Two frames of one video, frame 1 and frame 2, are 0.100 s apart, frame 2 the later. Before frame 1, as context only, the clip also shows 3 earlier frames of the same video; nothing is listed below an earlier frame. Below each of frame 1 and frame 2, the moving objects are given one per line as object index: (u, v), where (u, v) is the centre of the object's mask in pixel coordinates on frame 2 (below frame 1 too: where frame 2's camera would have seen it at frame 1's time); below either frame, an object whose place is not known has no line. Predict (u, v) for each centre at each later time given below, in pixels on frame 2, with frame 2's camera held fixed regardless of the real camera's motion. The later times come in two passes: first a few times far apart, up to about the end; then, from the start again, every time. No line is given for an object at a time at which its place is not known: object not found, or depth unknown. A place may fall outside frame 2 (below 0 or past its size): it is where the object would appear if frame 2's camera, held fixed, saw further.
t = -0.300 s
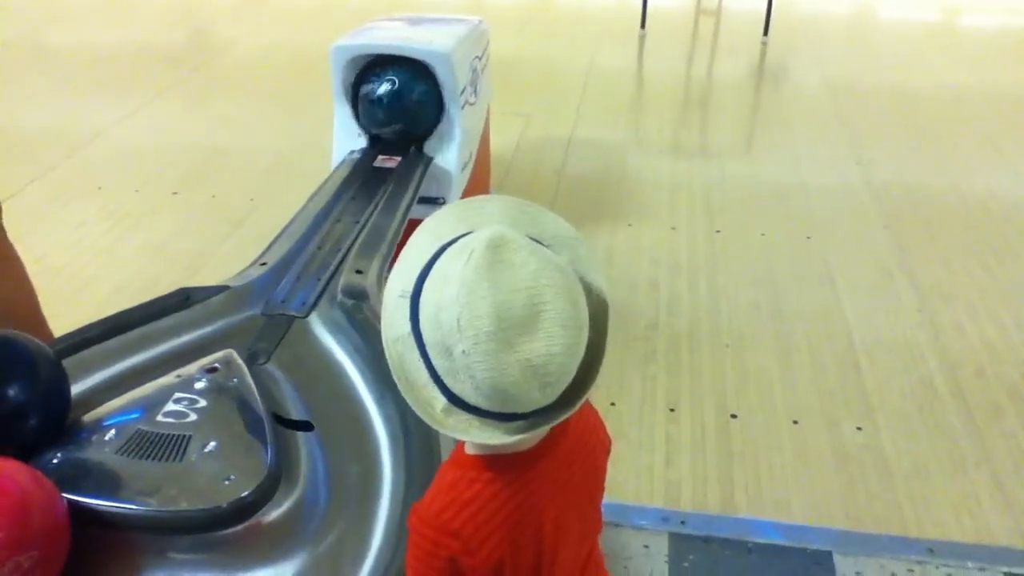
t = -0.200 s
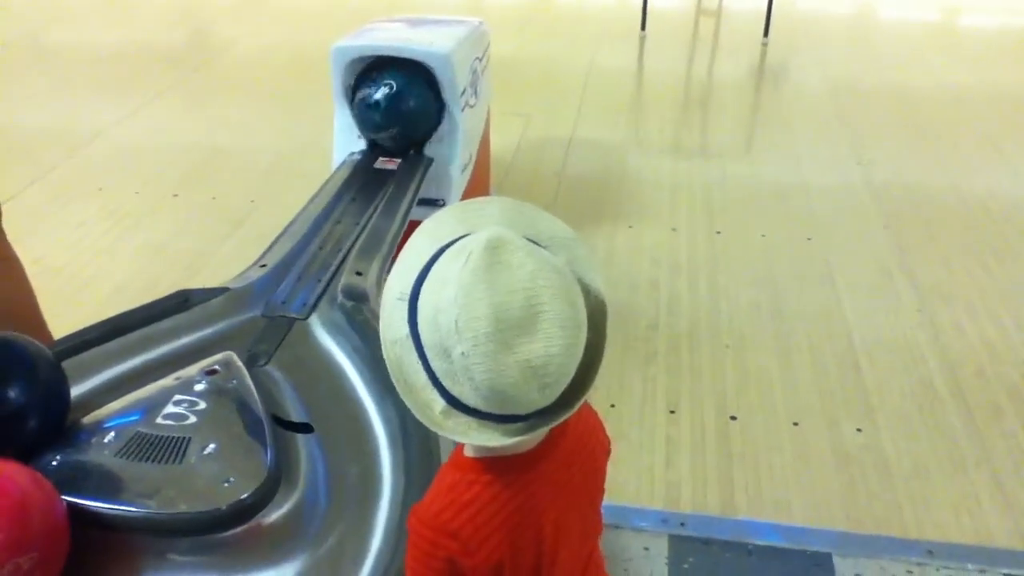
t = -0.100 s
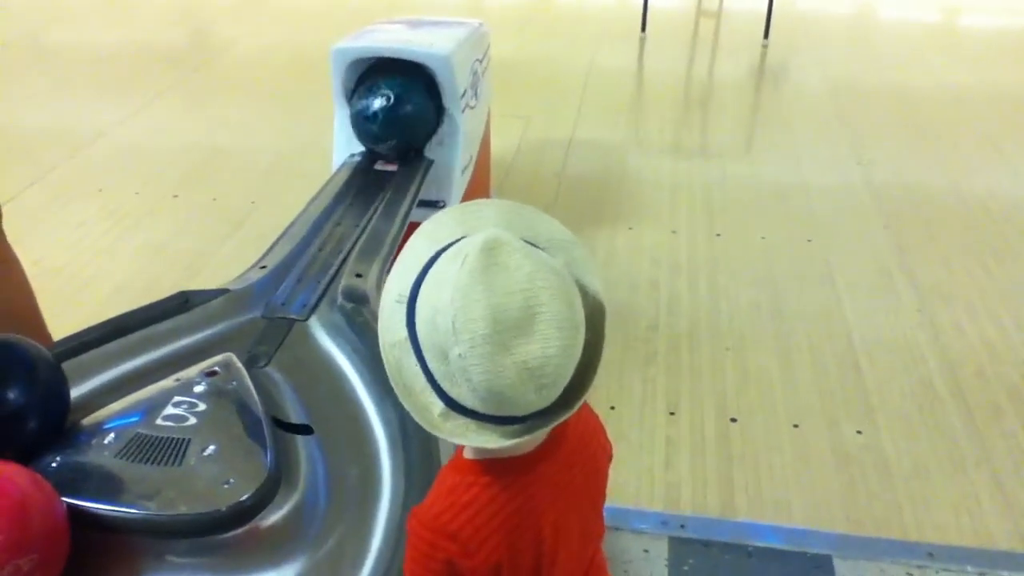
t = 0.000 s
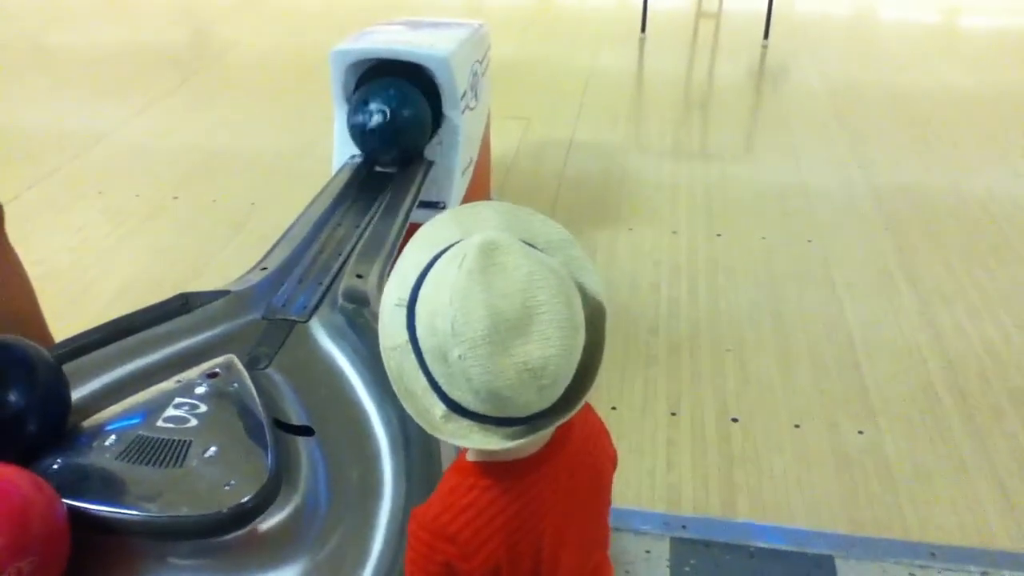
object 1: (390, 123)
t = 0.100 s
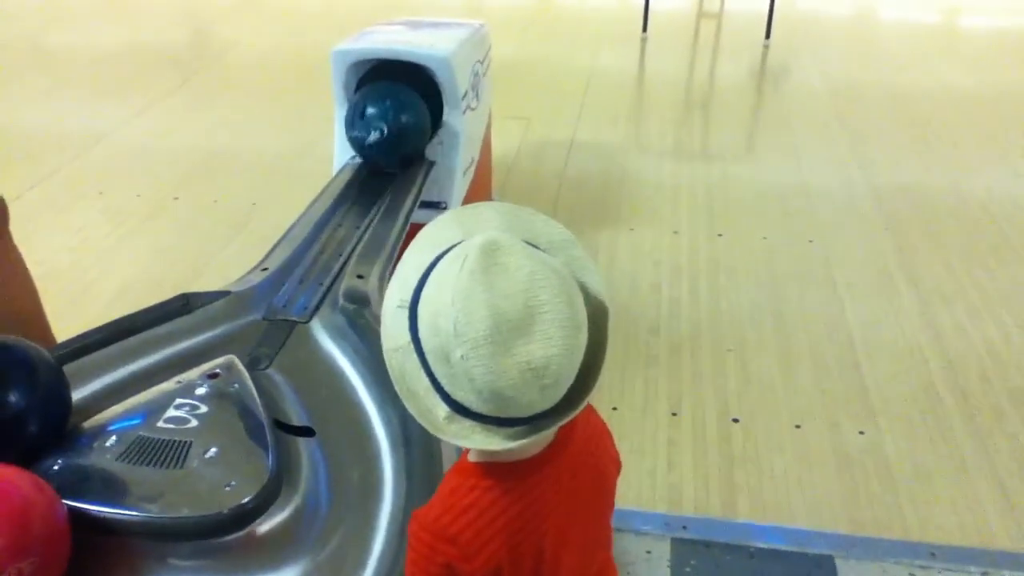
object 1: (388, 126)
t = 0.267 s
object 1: (381, 132)
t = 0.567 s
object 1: (369, 151)
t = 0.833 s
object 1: (354, 167)
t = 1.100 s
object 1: (340, 187)
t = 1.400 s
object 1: (322, 208)
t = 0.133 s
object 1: (387, 127)
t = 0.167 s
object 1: (385, 127)
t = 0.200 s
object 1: (384, 130)
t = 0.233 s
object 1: (383, 132)
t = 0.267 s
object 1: (381, 132)
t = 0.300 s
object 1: (380, 135)
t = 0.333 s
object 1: (379, 135)
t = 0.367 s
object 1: (377, 137)
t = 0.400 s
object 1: (375, 140)
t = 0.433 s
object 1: (375, 143)
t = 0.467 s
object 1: (373, 145)
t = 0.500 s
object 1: (372, 146)
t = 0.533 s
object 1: (370, 148)
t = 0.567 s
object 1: (369, 151)
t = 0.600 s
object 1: (367, 152)
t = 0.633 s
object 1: (364, 153)
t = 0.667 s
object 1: (362, 155)
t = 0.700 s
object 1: (360, 158)
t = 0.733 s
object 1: (358, 160)
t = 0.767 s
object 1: (357, 163)
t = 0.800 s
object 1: (356, 165)
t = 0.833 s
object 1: (354, 167)
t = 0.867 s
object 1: (351, 170)
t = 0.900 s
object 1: (350, 173)
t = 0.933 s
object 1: (348, 177)
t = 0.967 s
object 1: (346, 177)
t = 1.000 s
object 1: (345, 181)
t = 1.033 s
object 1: (343, 183)
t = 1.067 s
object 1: (341, 185)
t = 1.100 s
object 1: (340, 187)
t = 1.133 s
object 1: (337, 190)
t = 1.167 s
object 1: (334, 193)
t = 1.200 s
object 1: (333, 195)
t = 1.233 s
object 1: (331, 198)
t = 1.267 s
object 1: (329, 200)
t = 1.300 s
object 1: (328, 201)
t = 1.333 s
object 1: (326, 204)
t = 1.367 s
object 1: (324, 206)
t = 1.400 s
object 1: (322, 208)
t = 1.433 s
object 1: (321, 210)
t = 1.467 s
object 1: (318, 213)
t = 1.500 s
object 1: (316, 217)
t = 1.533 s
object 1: (315, 220)
